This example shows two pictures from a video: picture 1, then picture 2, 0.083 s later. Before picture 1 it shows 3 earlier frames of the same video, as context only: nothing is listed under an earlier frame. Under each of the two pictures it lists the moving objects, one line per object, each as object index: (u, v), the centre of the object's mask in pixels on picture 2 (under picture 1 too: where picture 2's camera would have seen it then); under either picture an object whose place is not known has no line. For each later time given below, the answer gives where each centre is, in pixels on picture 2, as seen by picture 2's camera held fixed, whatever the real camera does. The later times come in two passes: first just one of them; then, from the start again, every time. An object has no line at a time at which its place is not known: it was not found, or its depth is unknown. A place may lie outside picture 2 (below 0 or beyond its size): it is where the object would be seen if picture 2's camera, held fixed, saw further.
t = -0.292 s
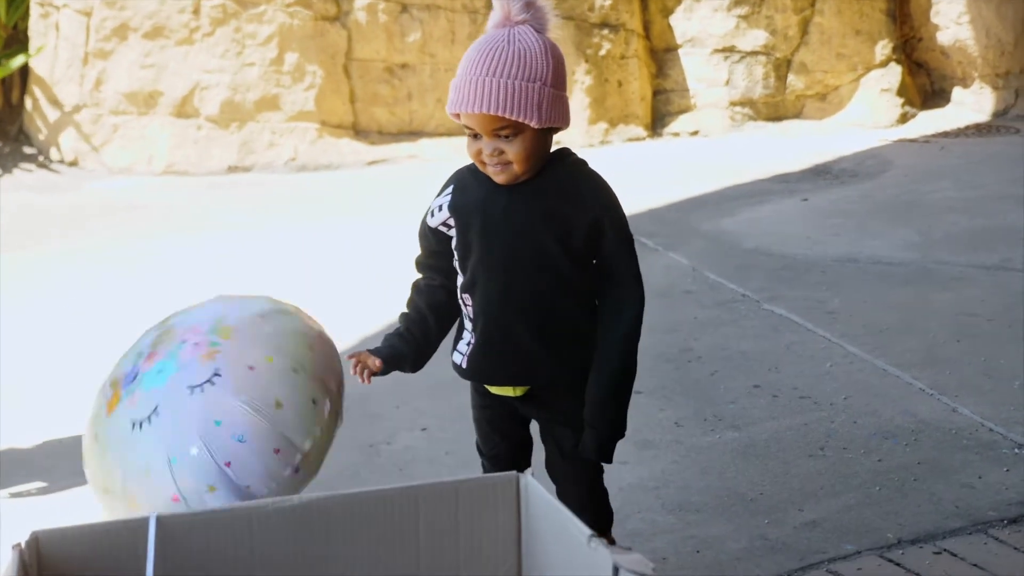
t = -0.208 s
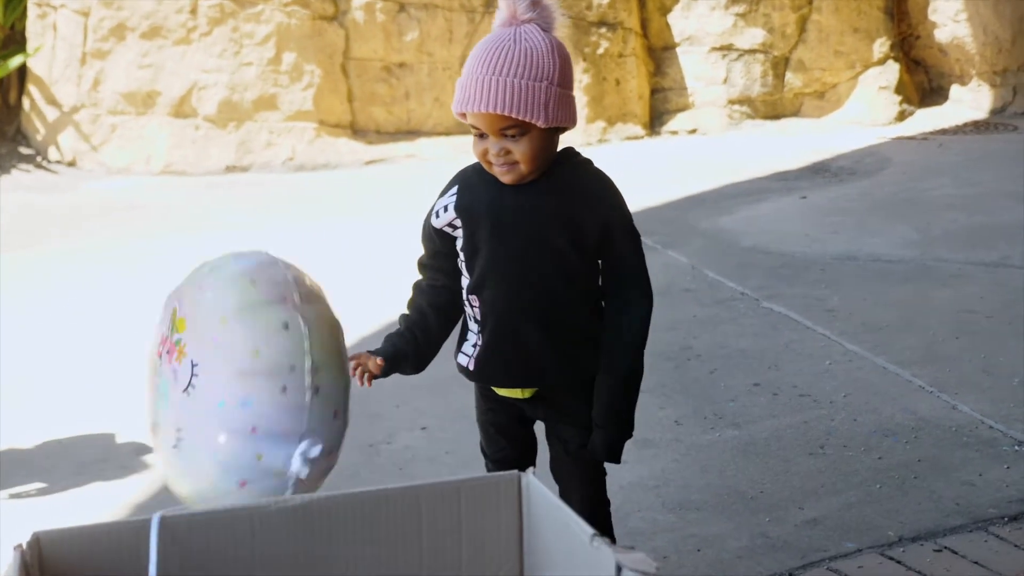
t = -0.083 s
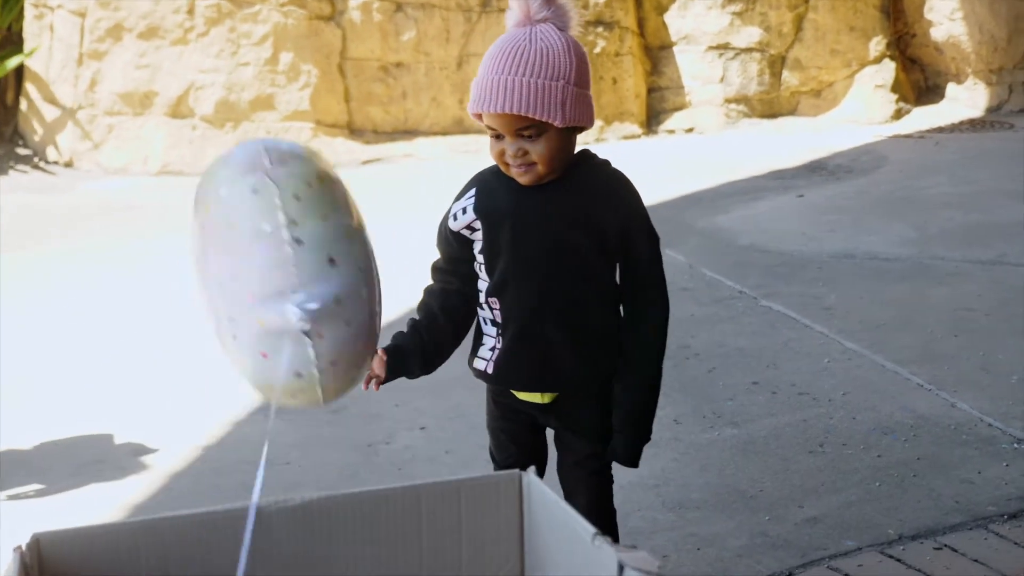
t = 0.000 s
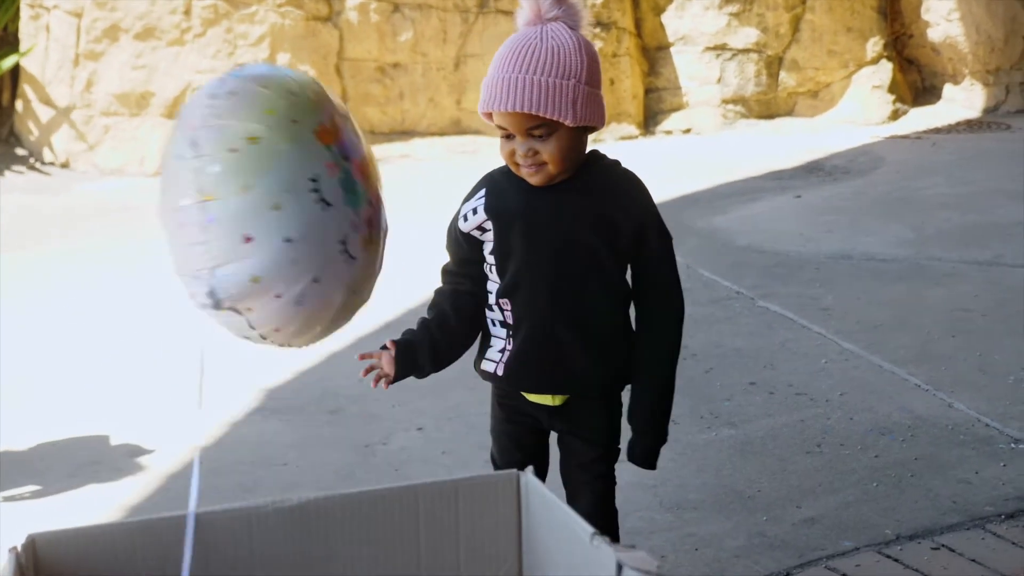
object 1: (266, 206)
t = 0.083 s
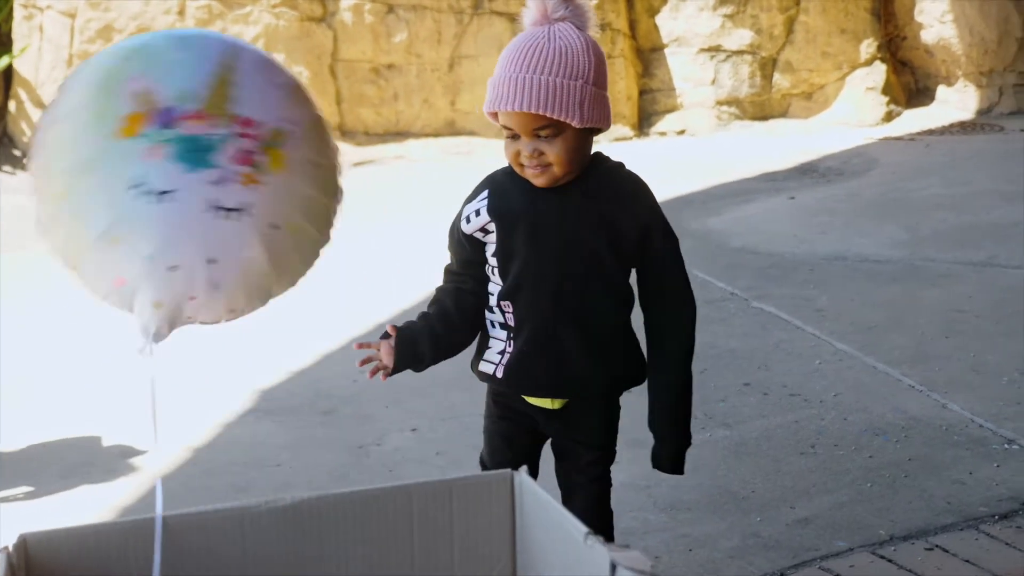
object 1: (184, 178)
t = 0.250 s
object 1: (96, 255)
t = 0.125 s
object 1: (147, 194)
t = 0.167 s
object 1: (120, 215)
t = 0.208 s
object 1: (103, 233)
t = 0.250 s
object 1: (96, 255)
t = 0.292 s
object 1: (96, 277)
